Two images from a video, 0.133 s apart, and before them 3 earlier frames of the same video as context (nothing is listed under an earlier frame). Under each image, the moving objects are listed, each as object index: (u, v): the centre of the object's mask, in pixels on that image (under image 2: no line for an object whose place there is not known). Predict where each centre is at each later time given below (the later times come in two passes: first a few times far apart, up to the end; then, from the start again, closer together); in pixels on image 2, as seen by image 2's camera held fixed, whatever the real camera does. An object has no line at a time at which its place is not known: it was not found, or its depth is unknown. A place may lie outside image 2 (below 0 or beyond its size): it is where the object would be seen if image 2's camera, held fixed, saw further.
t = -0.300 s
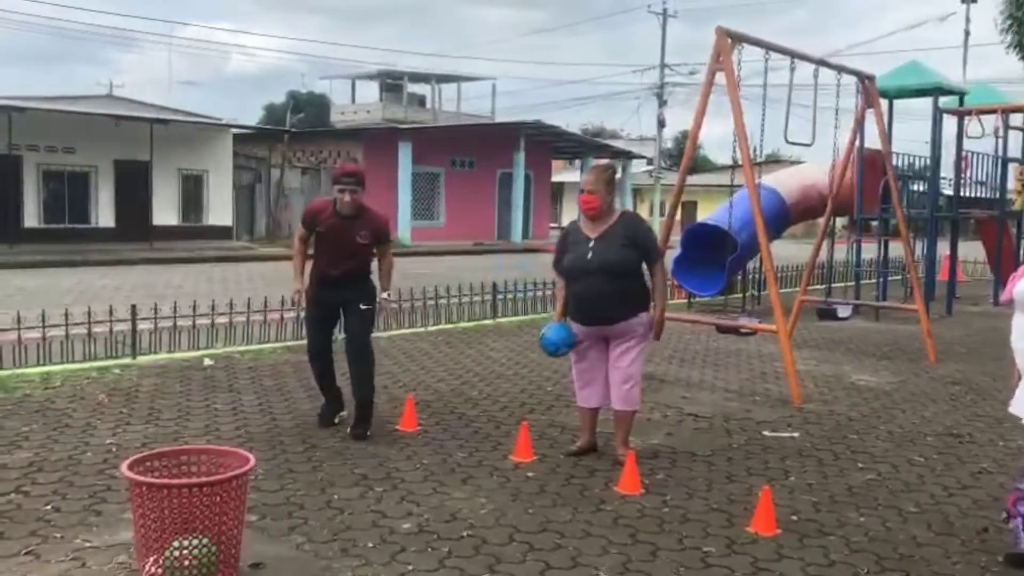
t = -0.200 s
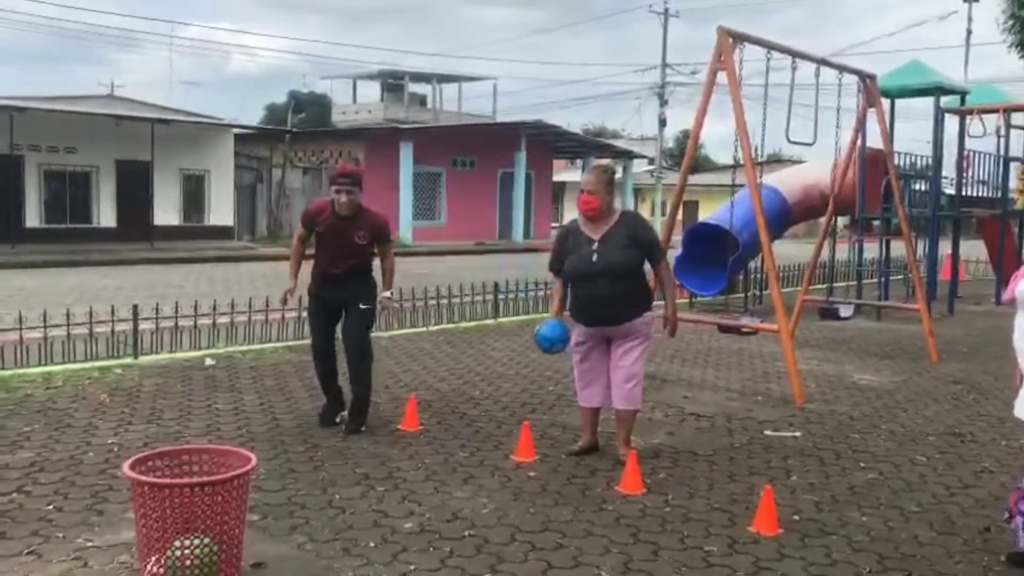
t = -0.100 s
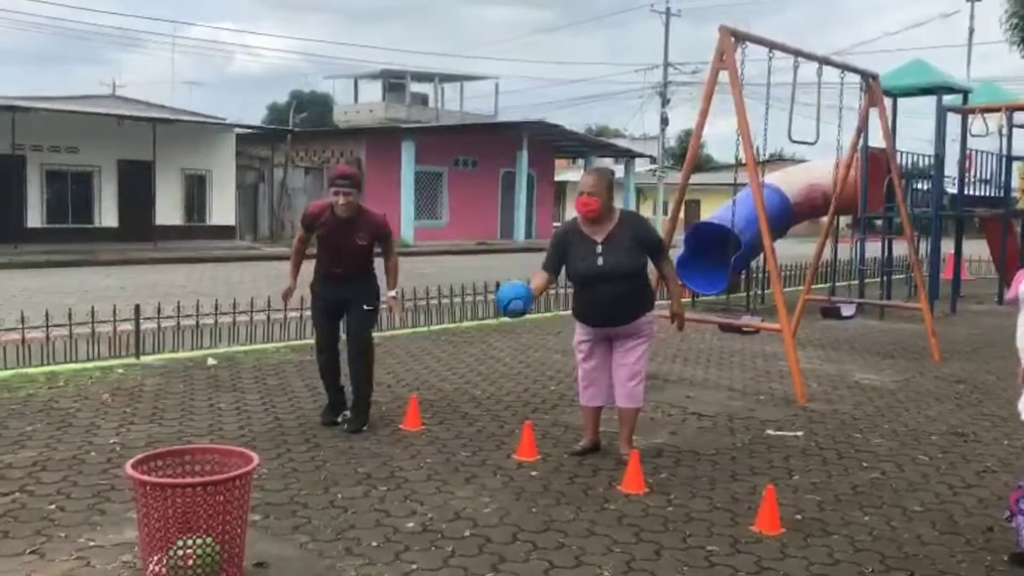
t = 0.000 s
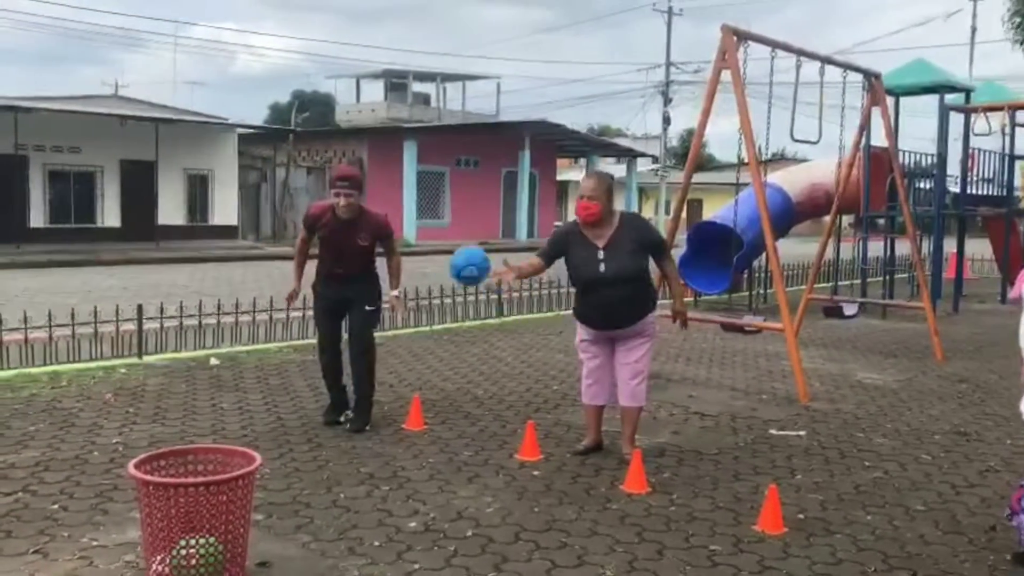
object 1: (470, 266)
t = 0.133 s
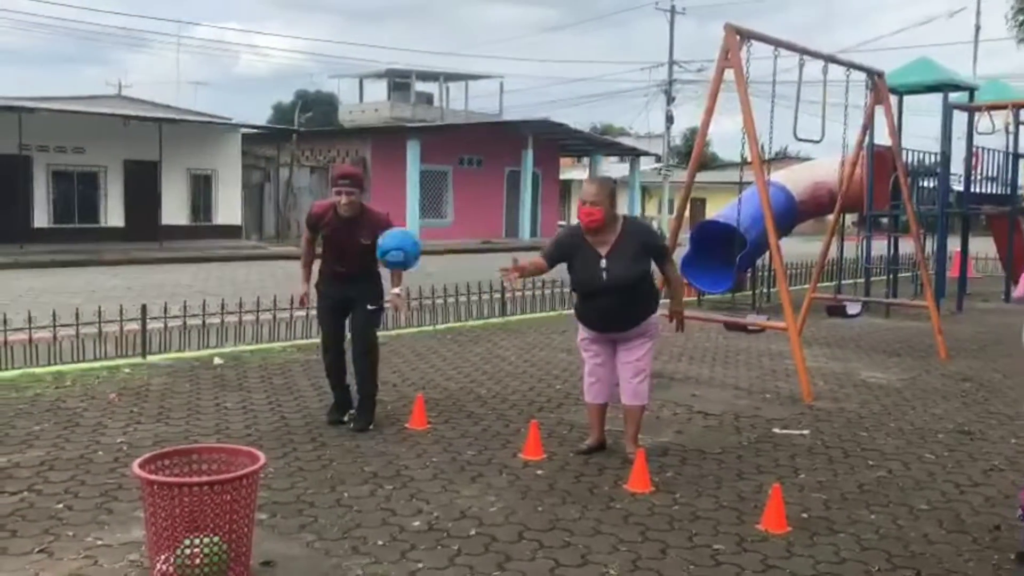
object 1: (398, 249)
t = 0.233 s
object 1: (335, 265)
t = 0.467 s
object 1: (149, 418)
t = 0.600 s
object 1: (20, 462)
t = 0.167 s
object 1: (379, 251)
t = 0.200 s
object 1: (357, 256)
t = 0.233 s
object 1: (335, 265)
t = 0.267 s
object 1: (311, 276)
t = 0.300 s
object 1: (287, 289)
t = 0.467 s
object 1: (149, 418)
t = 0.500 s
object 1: (121, 451)
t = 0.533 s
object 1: (90, 452)
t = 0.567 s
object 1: (56, 455)
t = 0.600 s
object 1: (20, 462)
